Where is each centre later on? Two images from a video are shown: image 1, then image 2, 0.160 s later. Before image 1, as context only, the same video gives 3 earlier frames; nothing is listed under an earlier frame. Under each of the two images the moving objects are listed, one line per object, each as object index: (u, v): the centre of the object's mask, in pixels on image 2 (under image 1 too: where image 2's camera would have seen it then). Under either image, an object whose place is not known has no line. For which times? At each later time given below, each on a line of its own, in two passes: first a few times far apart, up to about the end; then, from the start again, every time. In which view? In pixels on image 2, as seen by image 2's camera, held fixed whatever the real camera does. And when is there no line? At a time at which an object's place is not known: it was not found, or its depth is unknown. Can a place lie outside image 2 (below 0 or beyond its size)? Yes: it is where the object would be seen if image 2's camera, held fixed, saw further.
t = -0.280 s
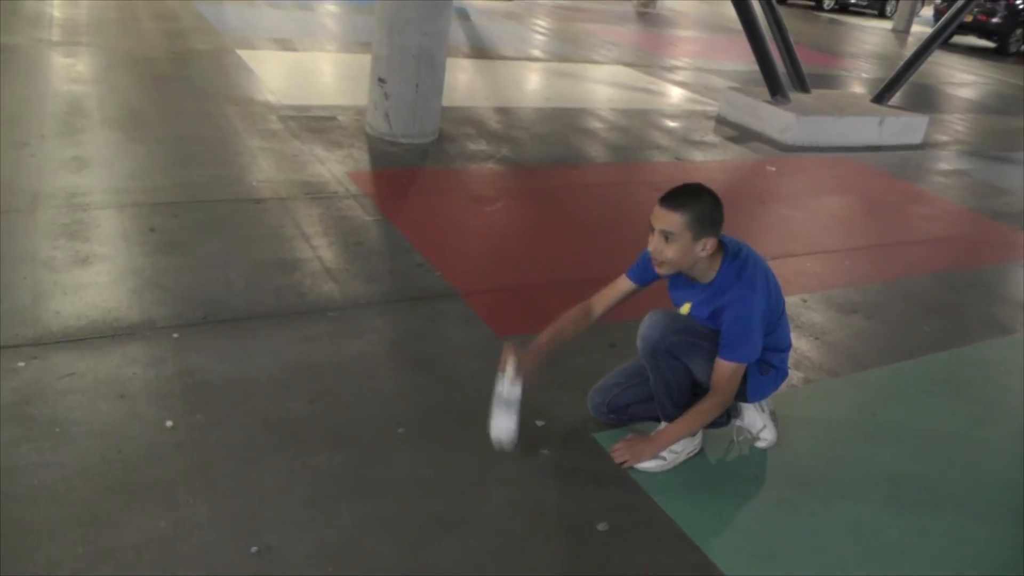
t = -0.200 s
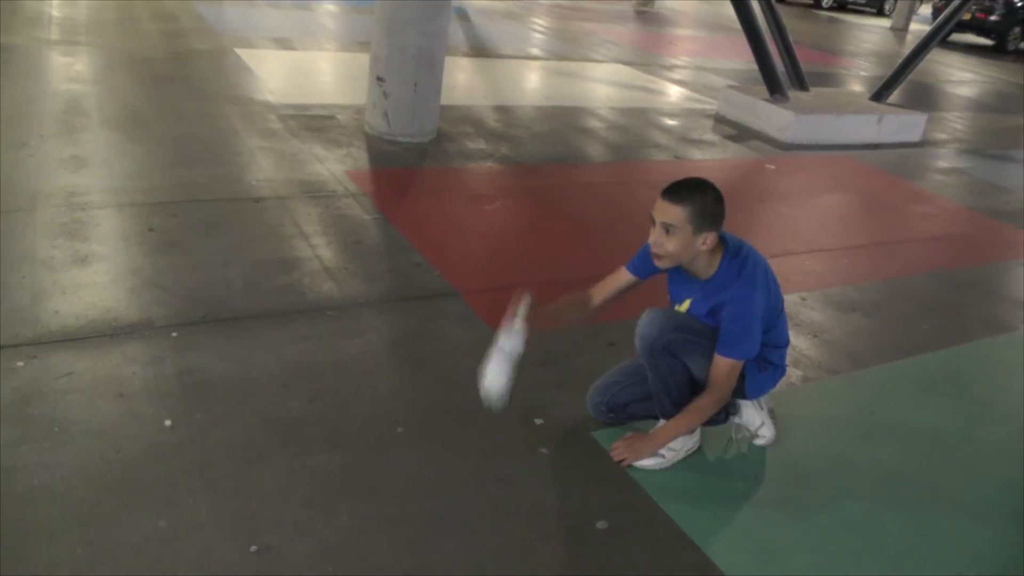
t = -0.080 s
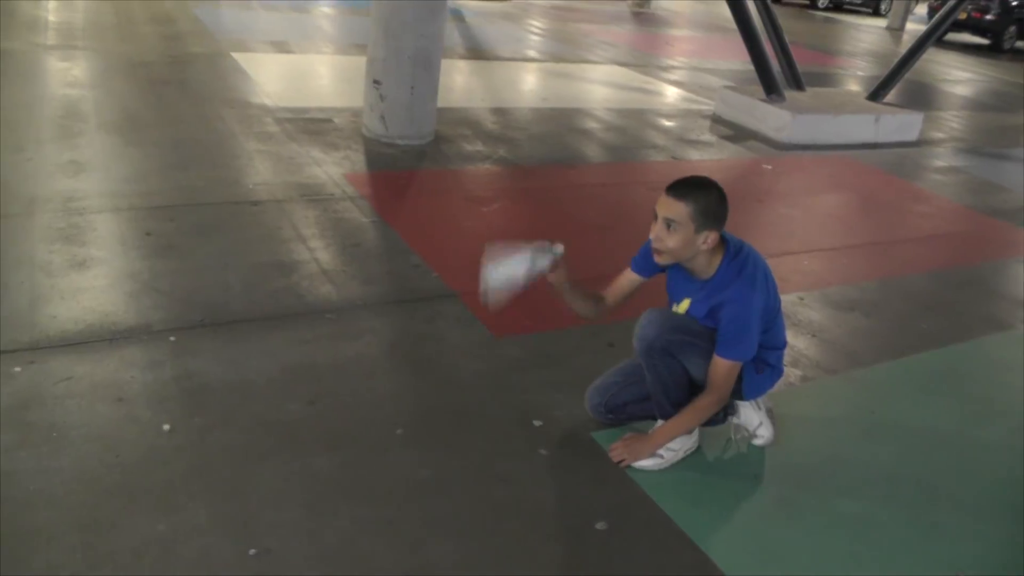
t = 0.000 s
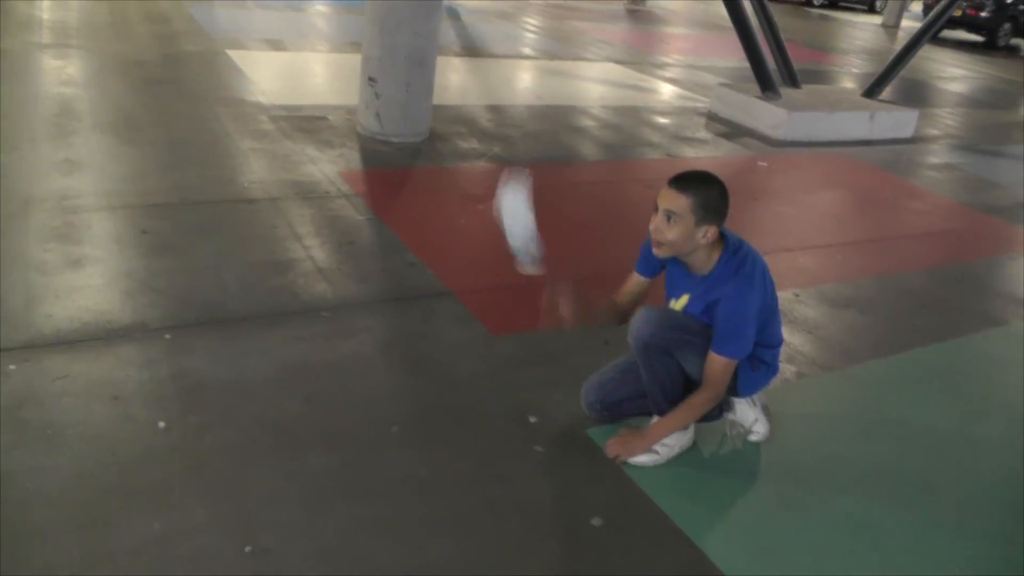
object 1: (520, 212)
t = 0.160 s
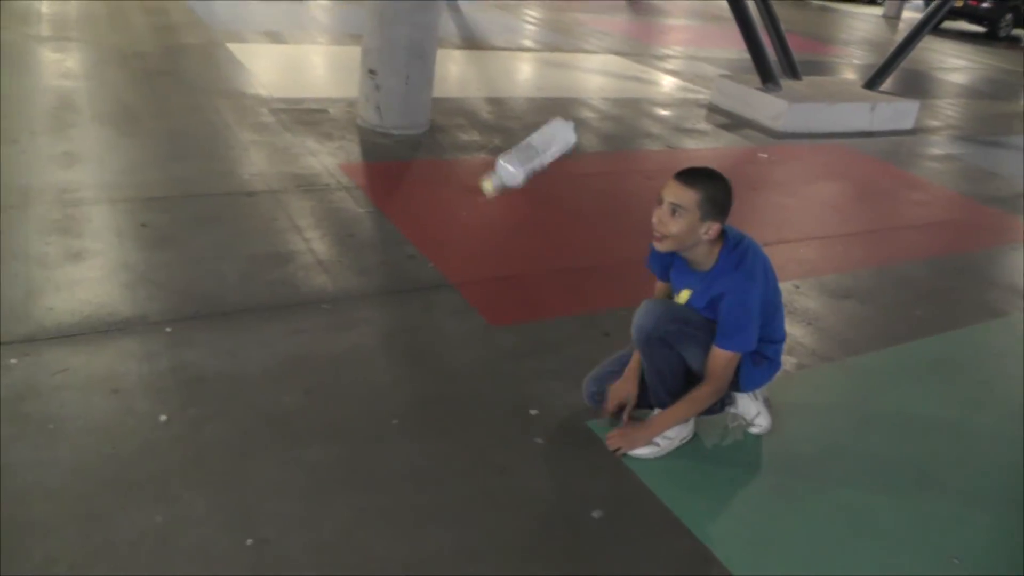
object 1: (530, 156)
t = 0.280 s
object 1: (537, 185)
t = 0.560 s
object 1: (514, 455)
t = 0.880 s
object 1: (522, 461)
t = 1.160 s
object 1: (523, 461)
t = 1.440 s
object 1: (522, 461)
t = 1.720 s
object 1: (521, 461)
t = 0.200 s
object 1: (535, 158)
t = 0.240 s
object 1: (538, 167)
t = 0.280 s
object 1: (537, 185)
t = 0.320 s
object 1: (536, 210)
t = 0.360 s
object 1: (534, 241)
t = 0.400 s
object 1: (532, 279)
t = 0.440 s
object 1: (528, 321)
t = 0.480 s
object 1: (523, 369)
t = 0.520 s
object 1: (518, 418)
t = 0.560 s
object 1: (514, 455)
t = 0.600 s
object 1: (517, 460)
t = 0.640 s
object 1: (518, 462)
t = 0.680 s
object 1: (518, 461)
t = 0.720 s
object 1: (518, 461)
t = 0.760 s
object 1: (519, 462)
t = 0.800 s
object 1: (519, 463)
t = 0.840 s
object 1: (520, 463)
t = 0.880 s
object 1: (522, 461)
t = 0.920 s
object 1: (524, 461)
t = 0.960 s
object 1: (524, 461)
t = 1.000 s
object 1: (523, 461)
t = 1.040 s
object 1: (521, 461)
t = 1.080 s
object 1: (520, 461)
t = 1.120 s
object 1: (520, 461)
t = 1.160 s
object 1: (523, 461)
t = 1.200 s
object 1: (522, 461)
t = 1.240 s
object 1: (520, 460)
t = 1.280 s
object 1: (521, 461)
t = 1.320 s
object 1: (522, 461)
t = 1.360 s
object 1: (521, 461)
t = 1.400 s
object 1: (521, 461)
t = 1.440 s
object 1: (522, 461)
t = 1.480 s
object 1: (521, 461)
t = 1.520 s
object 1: (521, 461)
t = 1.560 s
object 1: (521, 461)
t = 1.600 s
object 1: (521, 462)
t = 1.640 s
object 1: (521, 461)
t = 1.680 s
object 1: (520, 463)
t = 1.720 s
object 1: (521, 461)
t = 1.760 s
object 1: (520, 460)
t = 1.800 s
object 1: (521, 461)
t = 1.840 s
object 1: (521, 461)
